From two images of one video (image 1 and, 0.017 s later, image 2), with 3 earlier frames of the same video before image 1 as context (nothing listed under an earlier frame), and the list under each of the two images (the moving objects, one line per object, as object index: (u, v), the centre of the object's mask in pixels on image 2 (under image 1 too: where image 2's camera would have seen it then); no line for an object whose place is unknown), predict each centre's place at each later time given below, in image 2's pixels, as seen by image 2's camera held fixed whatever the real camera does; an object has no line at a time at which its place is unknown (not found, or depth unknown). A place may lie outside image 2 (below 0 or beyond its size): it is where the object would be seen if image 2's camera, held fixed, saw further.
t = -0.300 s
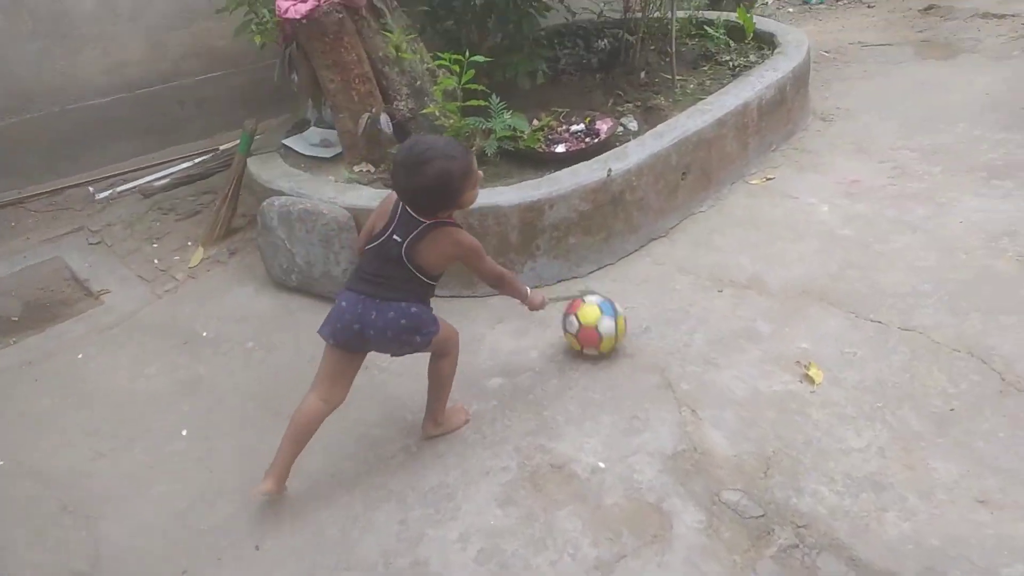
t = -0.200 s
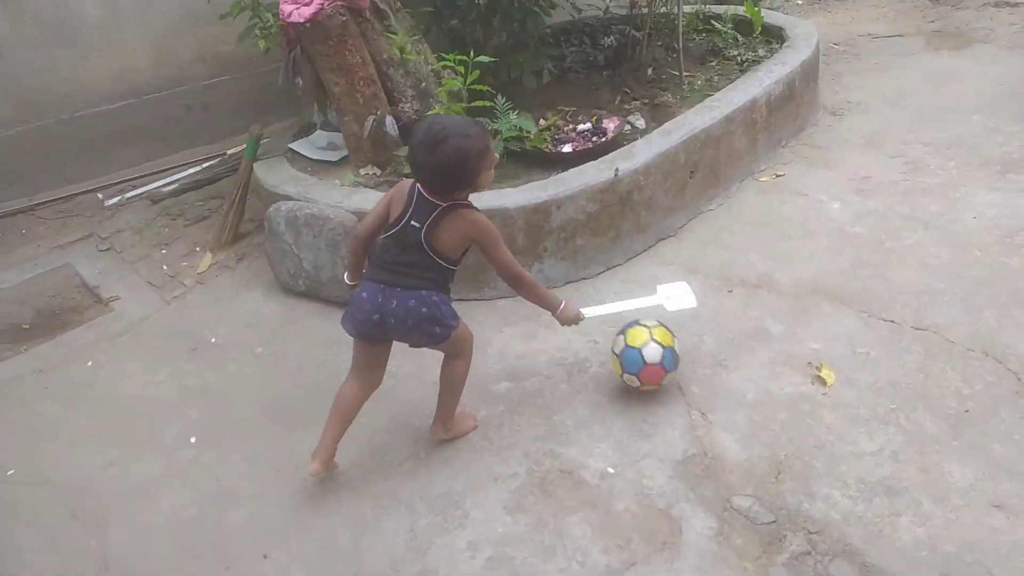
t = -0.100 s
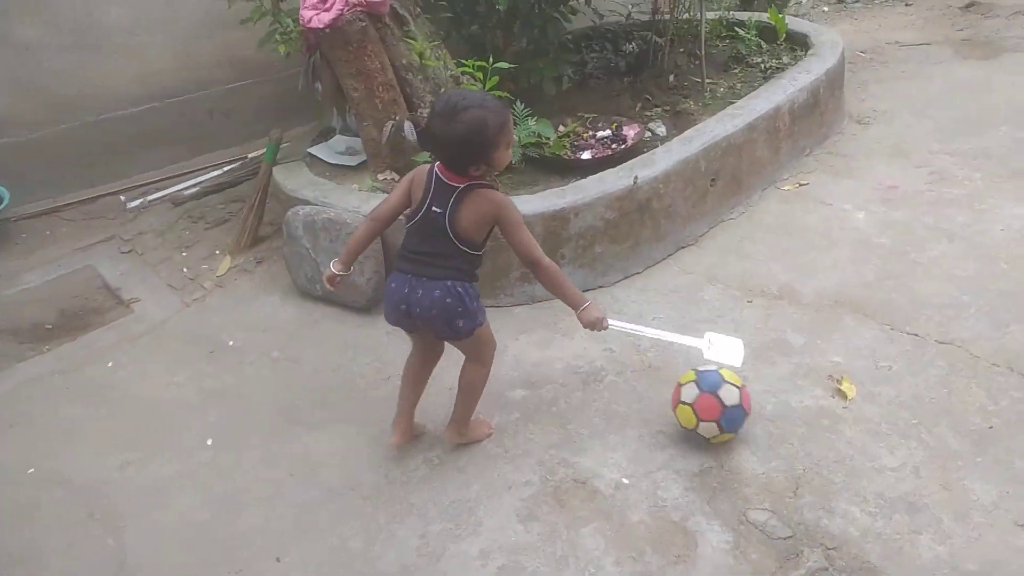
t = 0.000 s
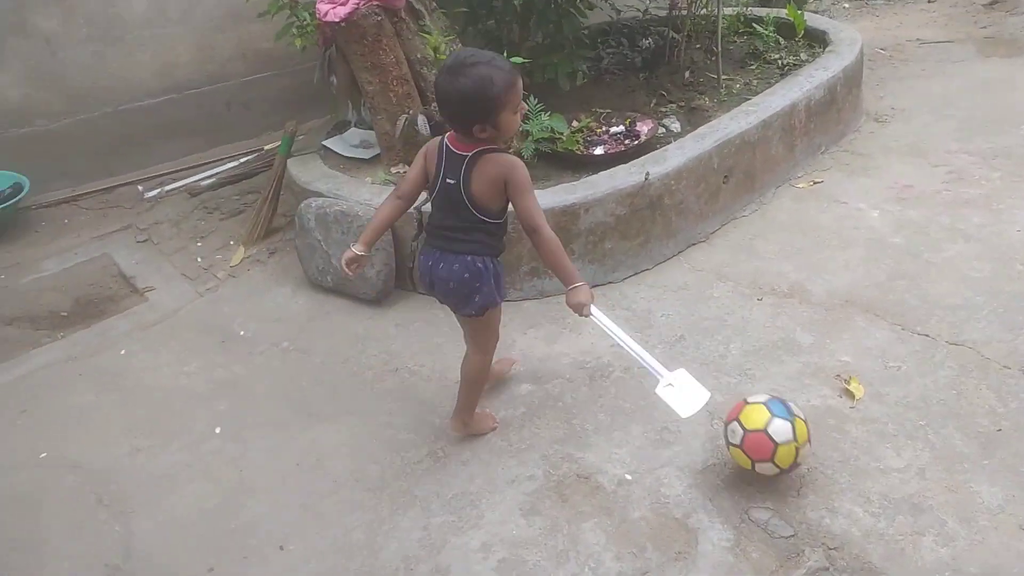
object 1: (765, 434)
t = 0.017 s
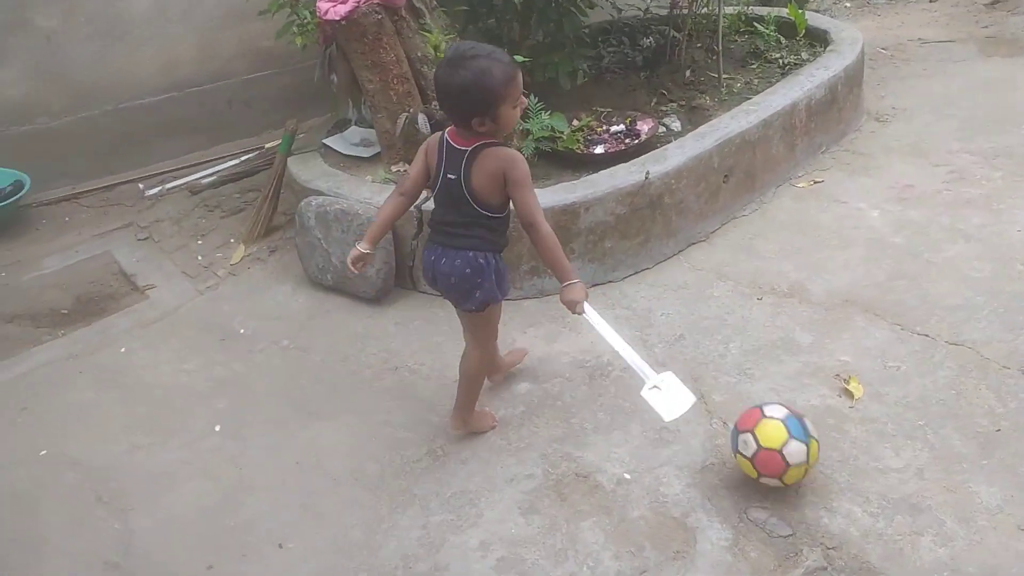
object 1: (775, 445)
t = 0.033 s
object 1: (784, 455)
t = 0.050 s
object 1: (794, 467)
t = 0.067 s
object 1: (804, 473)
